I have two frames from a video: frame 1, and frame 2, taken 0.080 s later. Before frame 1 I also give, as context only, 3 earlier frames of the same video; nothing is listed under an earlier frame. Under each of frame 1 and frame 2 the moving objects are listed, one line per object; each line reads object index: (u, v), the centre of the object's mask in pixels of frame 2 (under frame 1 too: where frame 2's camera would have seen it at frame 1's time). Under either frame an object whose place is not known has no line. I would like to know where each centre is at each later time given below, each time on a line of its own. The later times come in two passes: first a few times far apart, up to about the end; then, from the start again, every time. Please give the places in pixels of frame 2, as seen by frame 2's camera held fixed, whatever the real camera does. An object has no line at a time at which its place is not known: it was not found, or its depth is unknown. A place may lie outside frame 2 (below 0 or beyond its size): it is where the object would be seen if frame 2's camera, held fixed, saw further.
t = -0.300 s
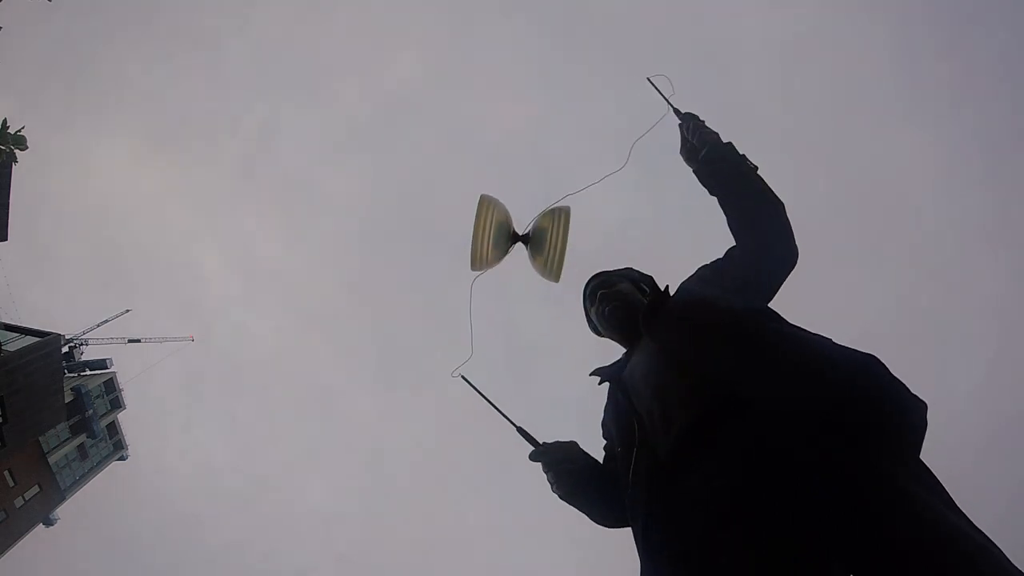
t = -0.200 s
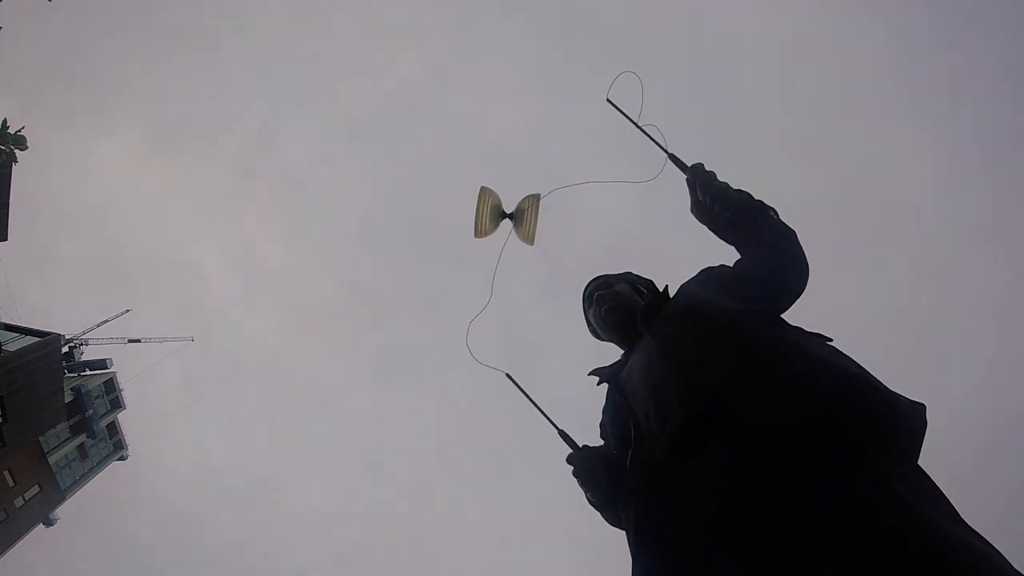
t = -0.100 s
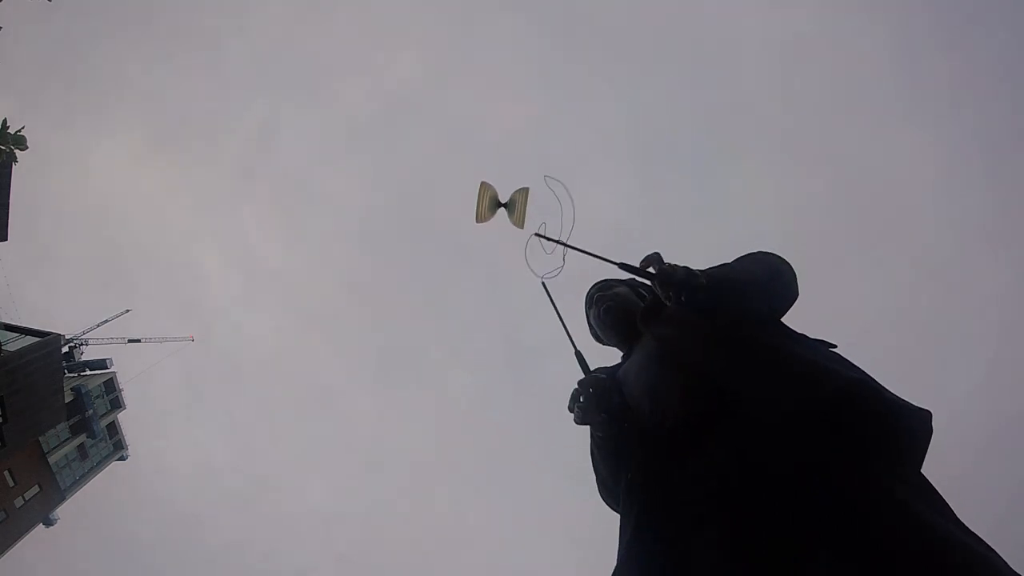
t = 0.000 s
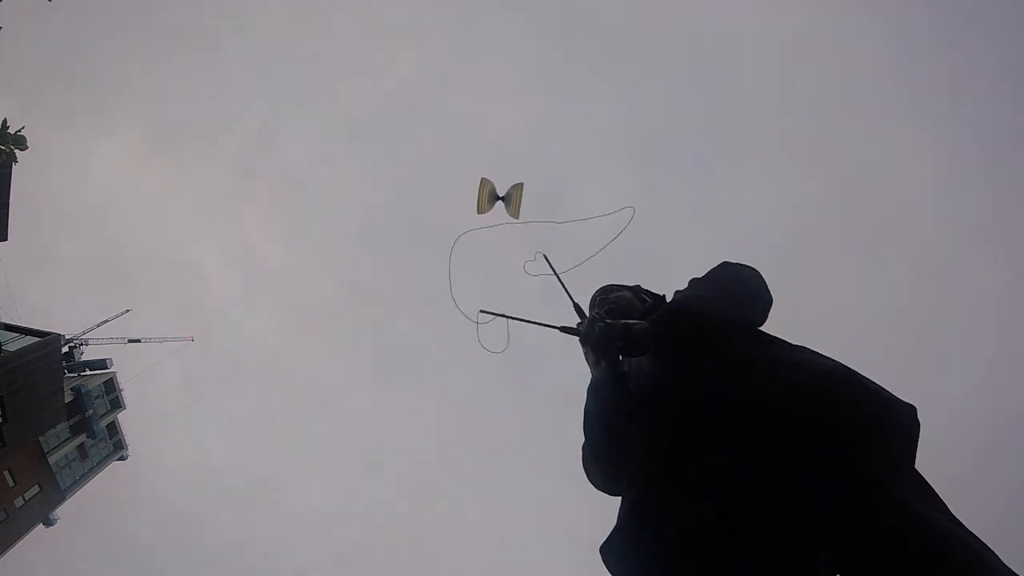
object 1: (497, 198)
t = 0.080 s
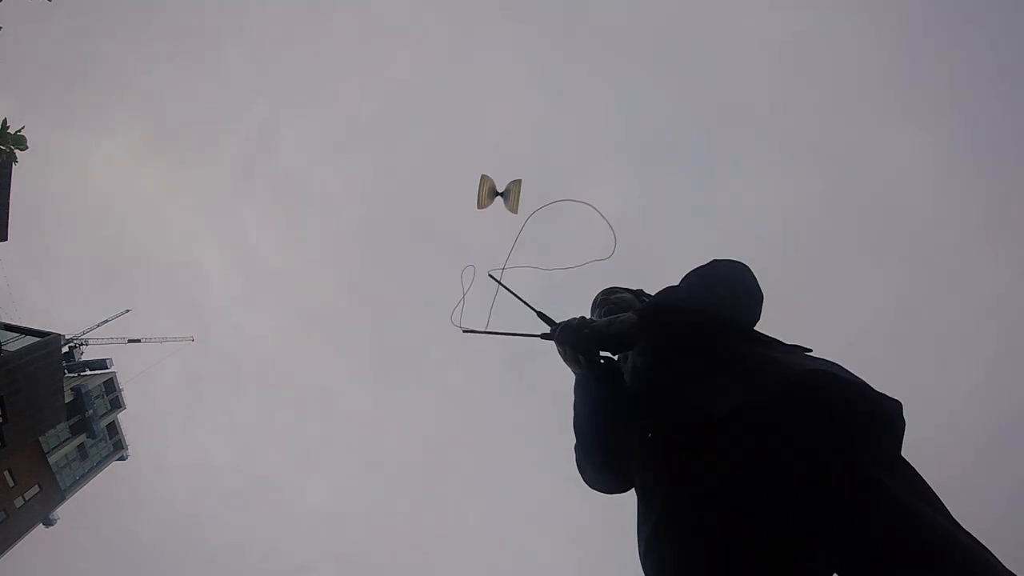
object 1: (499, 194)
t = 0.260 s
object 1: (500, 186)
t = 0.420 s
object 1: (501, 177)
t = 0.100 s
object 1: (498, 193)
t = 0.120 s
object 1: (499, 192)
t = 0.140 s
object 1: (497, 190)
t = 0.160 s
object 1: (497, 189)
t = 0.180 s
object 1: (498, 189)
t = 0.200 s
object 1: (498, 188)
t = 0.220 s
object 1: (499, 188)
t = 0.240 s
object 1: (499, 187)
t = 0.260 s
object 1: (500, 186)
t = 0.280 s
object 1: (500, 185)
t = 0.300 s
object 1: (502, 186)
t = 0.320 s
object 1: (502, 185)
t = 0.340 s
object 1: (503, 184)
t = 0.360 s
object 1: (503, 183)
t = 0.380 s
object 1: (503, 181)
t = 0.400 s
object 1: (502, 179)
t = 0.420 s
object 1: (501, 177)
